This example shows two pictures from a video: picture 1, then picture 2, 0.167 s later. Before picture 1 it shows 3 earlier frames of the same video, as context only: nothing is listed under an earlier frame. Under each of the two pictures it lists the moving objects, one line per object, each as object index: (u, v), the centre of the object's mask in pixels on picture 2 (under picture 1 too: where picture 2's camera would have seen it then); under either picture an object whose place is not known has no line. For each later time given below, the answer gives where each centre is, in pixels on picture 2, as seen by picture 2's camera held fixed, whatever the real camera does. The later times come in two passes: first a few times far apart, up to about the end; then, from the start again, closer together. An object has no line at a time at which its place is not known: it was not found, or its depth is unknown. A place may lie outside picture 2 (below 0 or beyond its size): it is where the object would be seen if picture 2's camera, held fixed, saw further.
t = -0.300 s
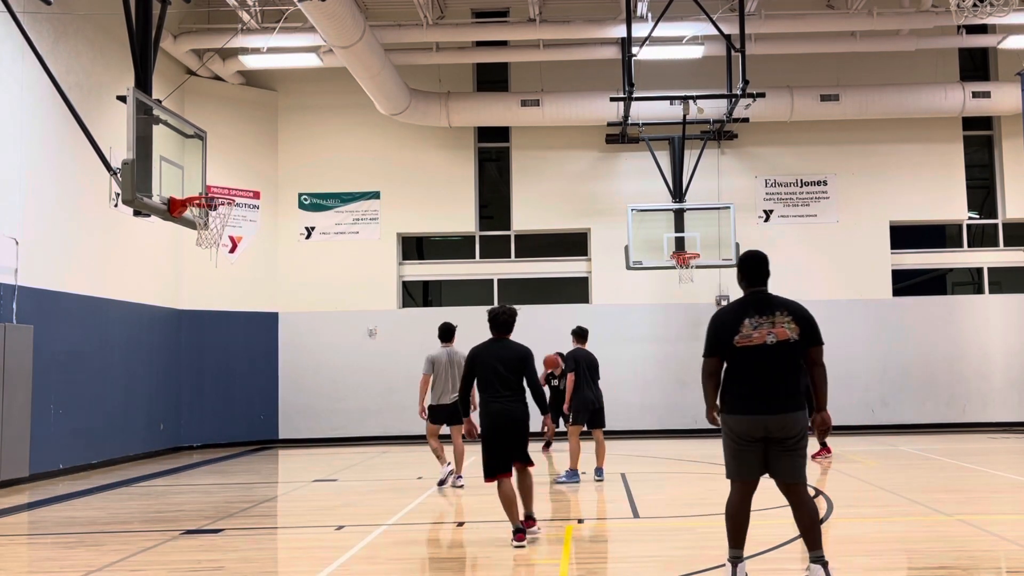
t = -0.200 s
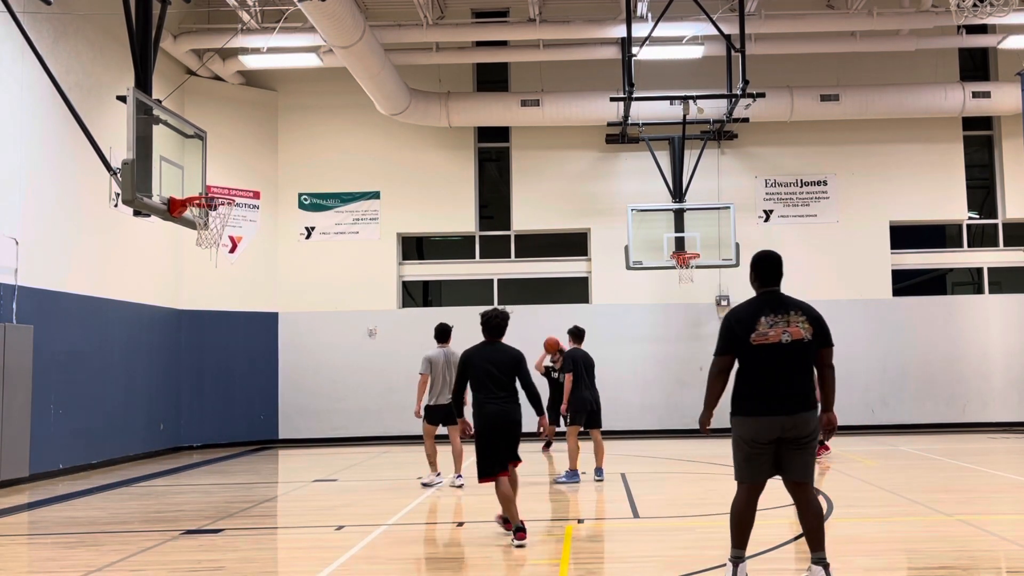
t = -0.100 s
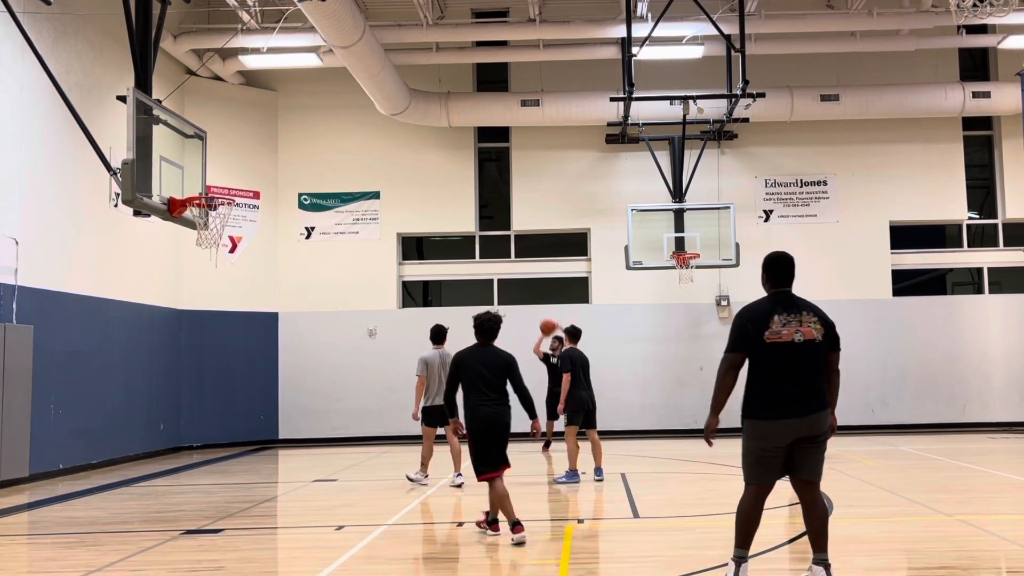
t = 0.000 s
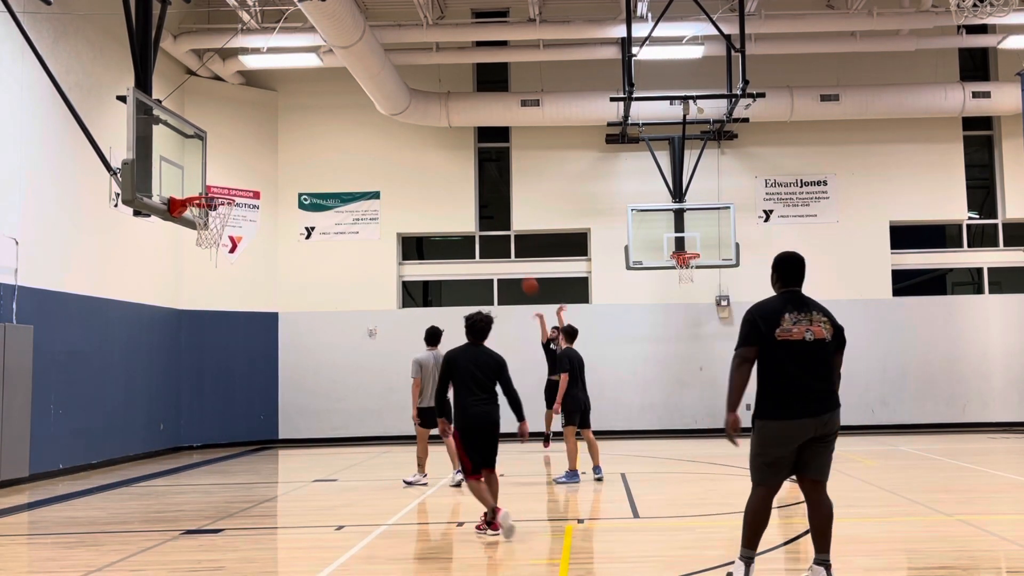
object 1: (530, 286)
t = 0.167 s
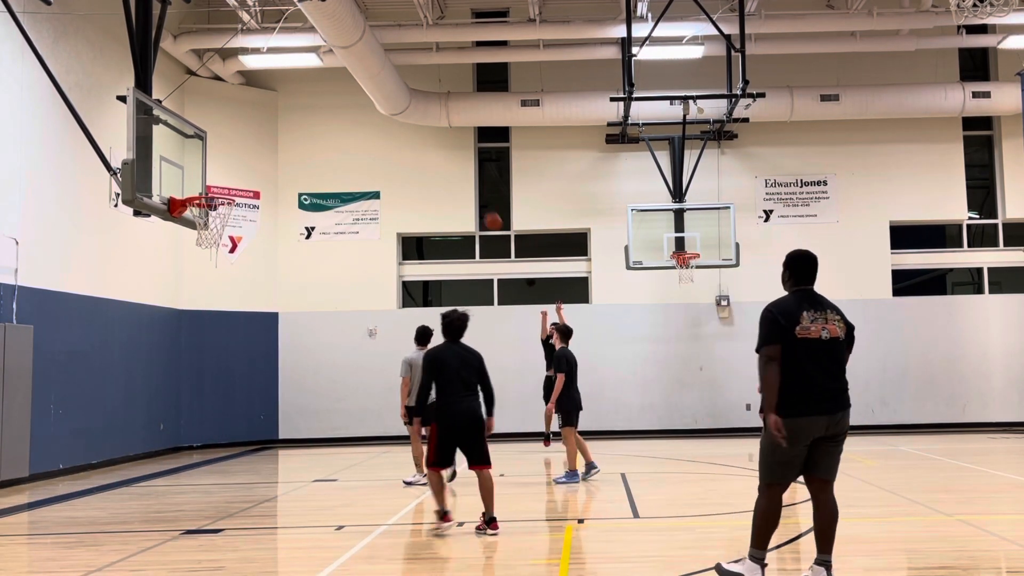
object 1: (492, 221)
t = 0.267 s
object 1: (469, 188)
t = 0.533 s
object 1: (401, 131)
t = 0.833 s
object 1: (313, 127)
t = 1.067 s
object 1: (231, 178)
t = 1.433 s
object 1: (190, 238)
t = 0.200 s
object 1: (486, 210)
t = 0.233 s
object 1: (478, 199)
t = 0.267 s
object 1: (469, 188)
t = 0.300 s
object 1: (462, 179)
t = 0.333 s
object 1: (453, 170)
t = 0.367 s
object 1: (445, 162)
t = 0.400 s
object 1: (437, 155)
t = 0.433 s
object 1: (428, 147)
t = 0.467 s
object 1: (419, 142)
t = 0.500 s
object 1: (410, 136)
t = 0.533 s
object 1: (401, 131)
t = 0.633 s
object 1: (373, 122)
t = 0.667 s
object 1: (364, 121)
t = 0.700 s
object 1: (354, 120)
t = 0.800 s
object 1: (323, 124)
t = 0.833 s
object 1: (313, 127)
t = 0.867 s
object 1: (302, 131)
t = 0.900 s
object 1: (291, 137)
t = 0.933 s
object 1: (279, 143)
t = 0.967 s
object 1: (268, 150)
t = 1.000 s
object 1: (256, 158)
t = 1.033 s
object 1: (243, 168)
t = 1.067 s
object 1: (231, 178)
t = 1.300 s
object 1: (189, 224)
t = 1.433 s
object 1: (190, 238)
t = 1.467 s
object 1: (190, 244)
